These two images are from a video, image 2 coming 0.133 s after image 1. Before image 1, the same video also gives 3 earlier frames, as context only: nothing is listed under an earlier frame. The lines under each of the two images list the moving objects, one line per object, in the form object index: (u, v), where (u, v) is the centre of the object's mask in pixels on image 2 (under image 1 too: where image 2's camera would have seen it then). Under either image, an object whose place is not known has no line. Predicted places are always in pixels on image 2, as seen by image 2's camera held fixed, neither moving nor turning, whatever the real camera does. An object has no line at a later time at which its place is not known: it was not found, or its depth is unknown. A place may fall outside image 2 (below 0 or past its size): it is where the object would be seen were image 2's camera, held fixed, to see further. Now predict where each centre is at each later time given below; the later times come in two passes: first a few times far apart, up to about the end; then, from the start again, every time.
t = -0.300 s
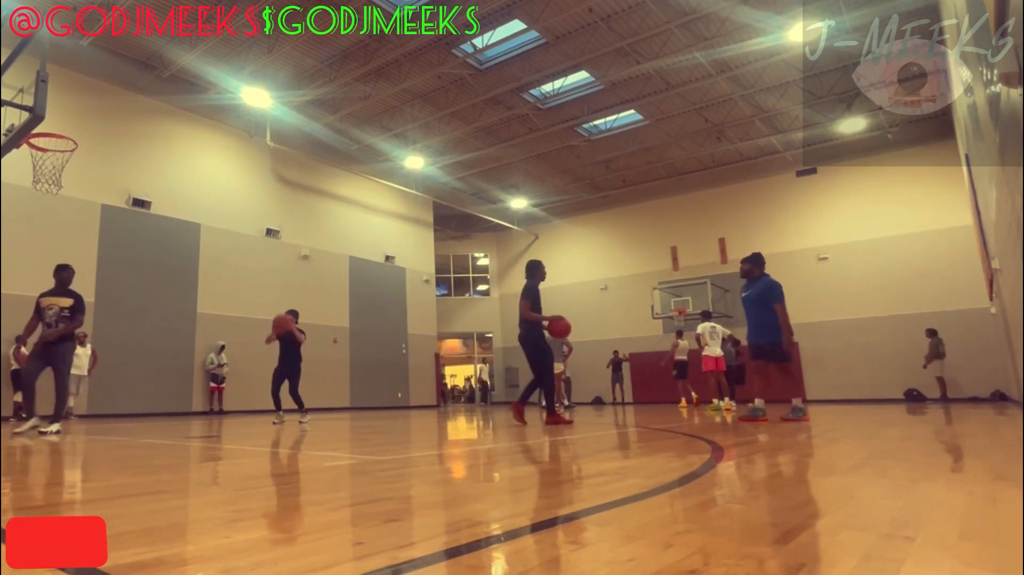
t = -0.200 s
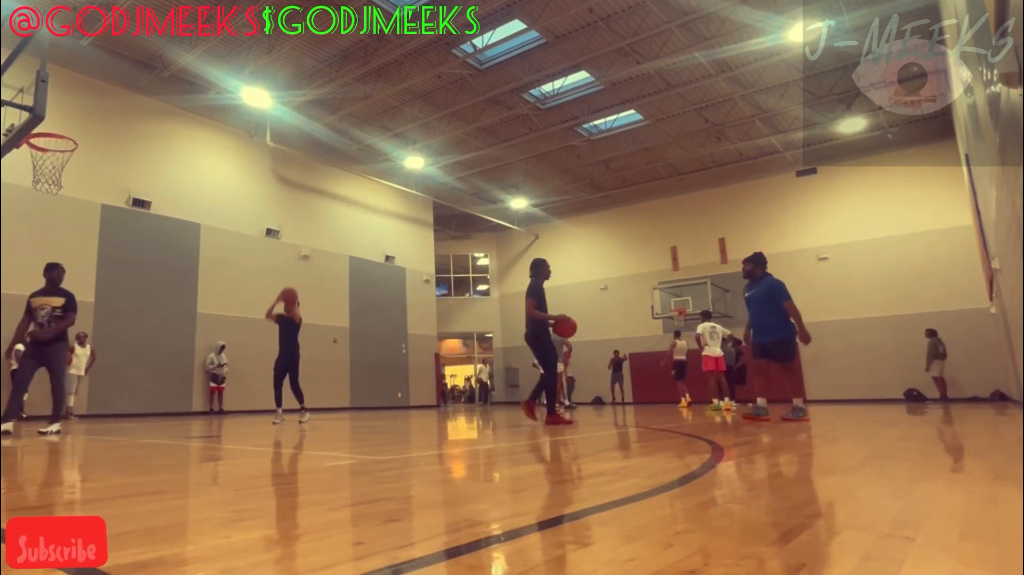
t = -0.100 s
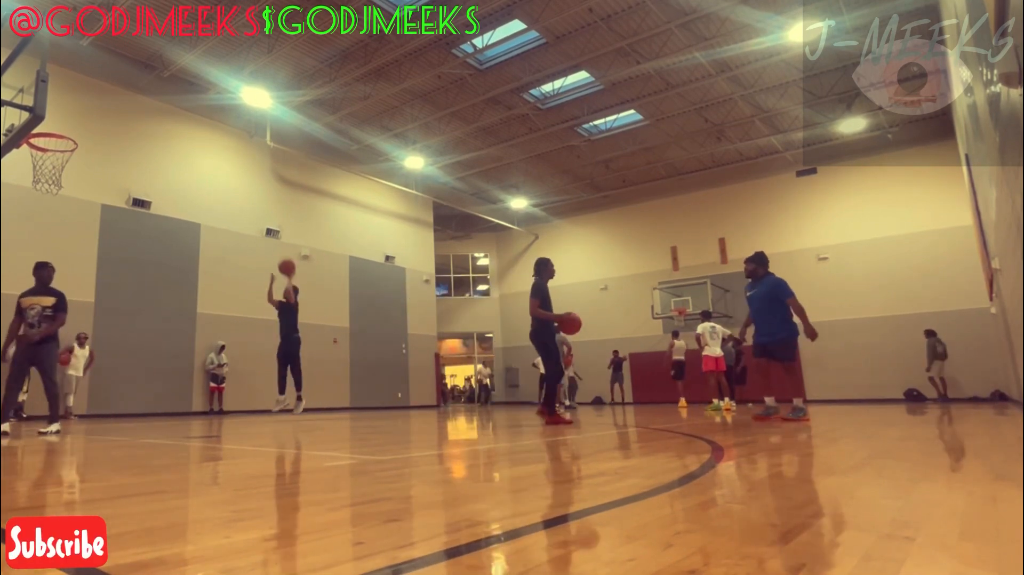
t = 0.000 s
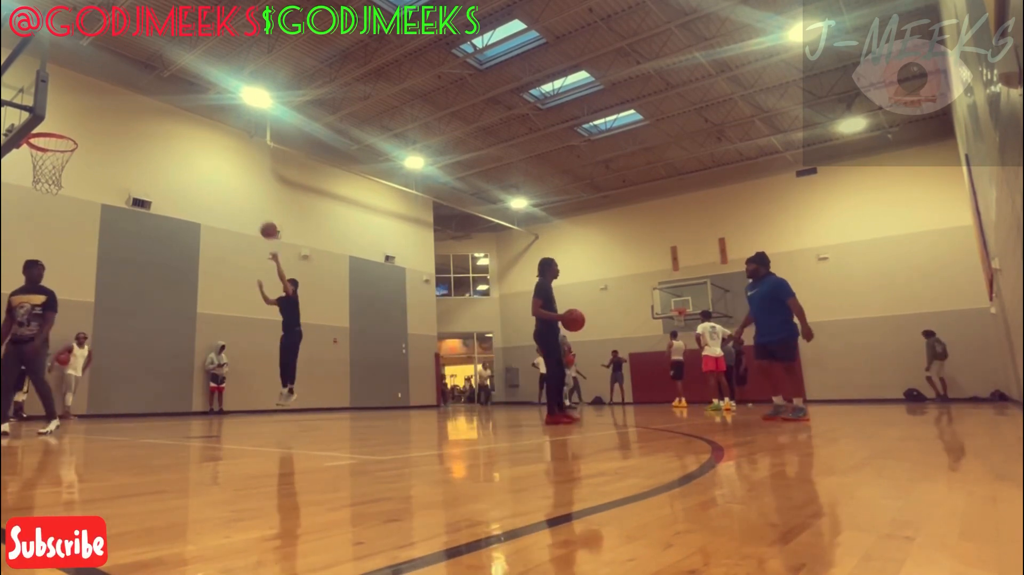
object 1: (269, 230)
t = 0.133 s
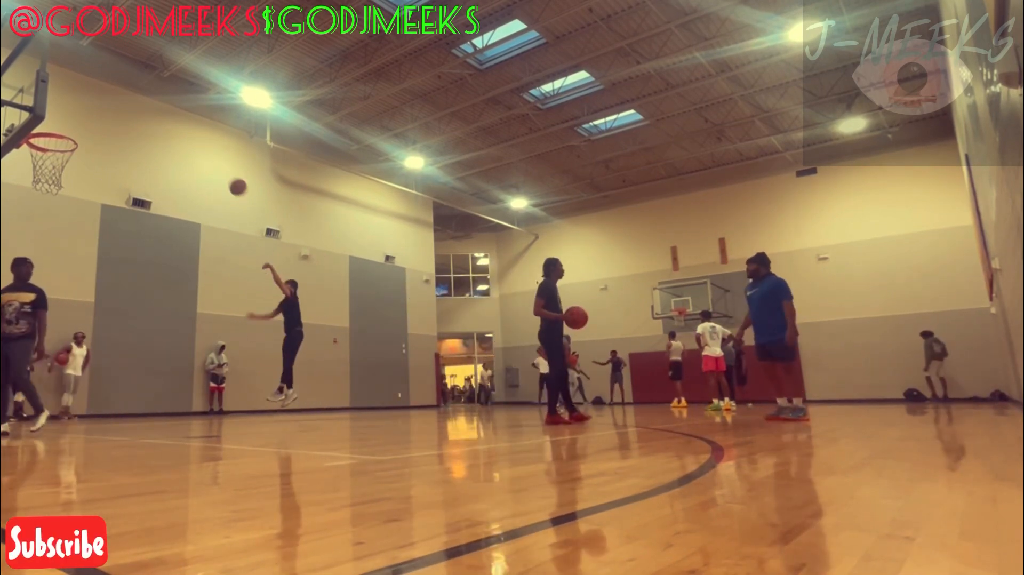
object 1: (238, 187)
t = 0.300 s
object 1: (196, 146)
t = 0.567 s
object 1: (117, 118)
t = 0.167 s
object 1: (230, 178)
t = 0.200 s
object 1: (221, 169)
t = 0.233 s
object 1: (213, 161)
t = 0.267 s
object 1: (204, 153)
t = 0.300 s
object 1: (196, 146)
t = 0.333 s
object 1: (187, 140)
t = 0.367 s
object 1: (177, 135)
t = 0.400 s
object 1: (168, 130)
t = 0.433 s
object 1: (158, 126)
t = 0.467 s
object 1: (148, 123)
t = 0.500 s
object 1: (138, 120)
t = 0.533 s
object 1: (127, 118)
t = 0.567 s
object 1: (117, 118)
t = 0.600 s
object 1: (106, 118)
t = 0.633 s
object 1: (94, 118)
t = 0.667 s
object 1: (82, 120)
